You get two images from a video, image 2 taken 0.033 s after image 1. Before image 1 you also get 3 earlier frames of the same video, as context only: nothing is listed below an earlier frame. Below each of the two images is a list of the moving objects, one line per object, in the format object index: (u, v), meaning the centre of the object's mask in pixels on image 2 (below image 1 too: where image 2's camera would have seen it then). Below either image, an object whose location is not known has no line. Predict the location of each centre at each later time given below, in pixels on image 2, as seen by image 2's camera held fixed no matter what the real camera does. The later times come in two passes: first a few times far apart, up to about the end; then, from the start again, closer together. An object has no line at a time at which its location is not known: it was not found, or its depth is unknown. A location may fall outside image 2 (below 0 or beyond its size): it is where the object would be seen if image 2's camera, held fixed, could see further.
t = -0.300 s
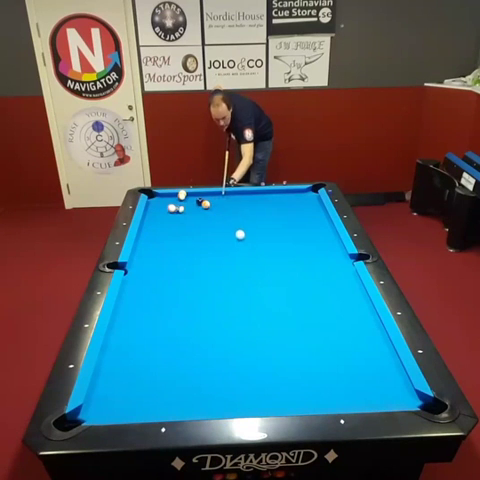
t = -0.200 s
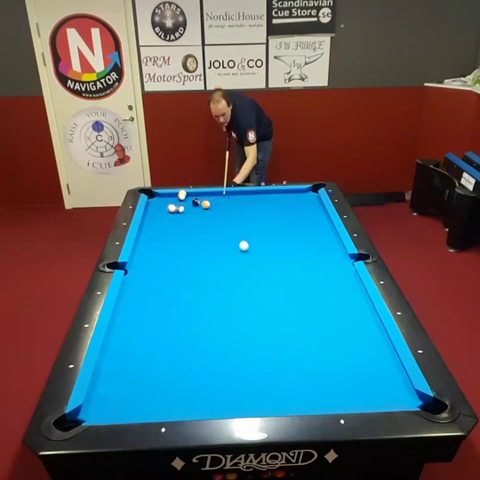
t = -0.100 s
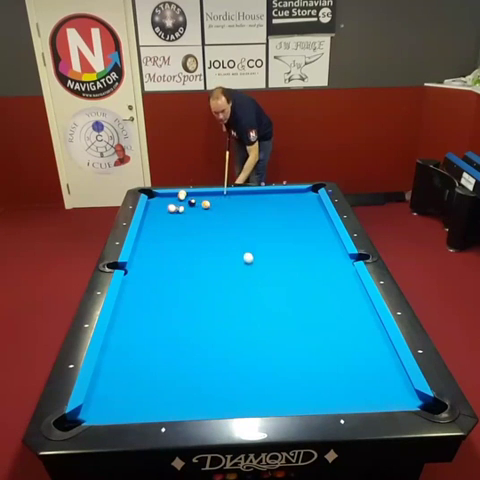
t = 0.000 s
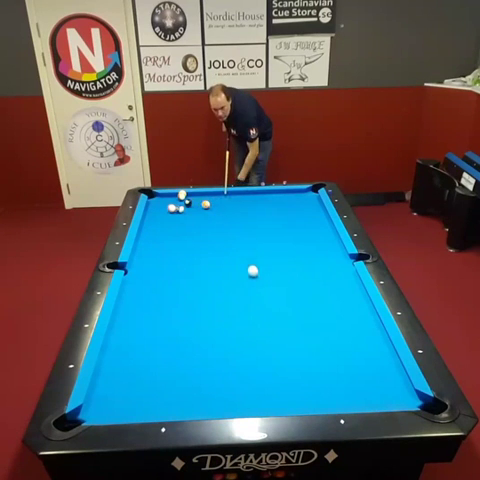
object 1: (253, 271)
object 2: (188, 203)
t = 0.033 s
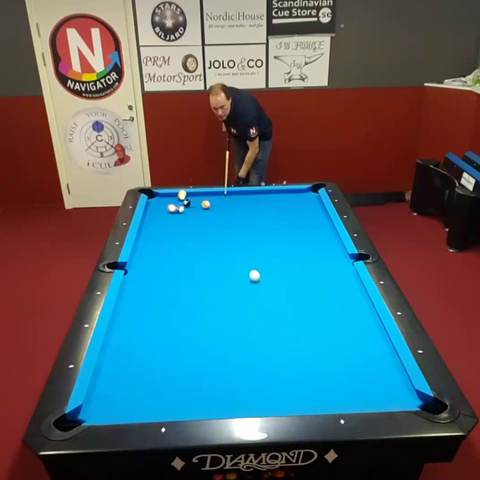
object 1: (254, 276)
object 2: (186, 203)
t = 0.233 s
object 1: (265, 308)
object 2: (179, 202)
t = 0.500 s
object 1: (285, 361)
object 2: (169, 203)
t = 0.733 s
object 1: (294, 395)
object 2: (162, 206)
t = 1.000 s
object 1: (270, 357)
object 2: (154, 207)
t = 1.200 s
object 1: (256, 339)
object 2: (149, 208)
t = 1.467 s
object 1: (241, 318)
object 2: (152, 208)
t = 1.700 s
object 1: (229, 301)
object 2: (154, 208)
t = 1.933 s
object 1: (218, 287)
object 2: (156, 208)
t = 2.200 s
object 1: (207, 273)
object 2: (158, 208)
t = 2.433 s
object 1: (199, 262)
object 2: (160, 209)
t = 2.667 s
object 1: (192, 251)
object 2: (161, 209)
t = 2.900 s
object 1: (185, 242)
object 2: (161, 209)
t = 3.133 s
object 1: (179, 234)
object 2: (161, 209)
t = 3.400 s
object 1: (173, 225)
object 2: (161, 209)
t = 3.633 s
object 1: (168, 219)
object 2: (161, 209)
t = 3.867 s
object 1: (164, 213)
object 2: (160, 207)
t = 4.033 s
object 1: (162, 211)
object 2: (159, 205)
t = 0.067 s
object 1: (256, 281)
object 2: (185, 203)
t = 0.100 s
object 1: (258, 286)
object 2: (184, 203)
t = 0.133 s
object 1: (260, 291)
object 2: (183, 203)
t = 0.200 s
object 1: (263, 302)
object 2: (180, 202)
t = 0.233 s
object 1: (265, 308)
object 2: (179, 202)
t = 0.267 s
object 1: (268, 314)
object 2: (178, 203)
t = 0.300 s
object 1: (270, 320)
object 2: (177, 203)
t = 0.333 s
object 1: (272, 326)
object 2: (176, 203)
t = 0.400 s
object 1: (277, 339)
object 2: (174, 203)
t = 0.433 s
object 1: (279, 346)
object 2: (173, 203)
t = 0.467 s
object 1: (282, 353)
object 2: (171, 203)
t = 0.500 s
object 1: (285, 361)
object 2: (169, 203)
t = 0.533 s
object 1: (287, 369)
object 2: (168, 204)
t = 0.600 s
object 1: (293, 386)
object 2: (166, 205)
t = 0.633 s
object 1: (296, 394)
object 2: (165, 205)
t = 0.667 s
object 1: (299, 400)
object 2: (164, 206)
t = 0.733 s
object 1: (294, 395)
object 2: (162, 206)
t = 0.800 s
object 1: (287, 383)
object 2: (160, 207)
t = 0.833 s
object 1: (284, 378)
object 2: (159, 207)
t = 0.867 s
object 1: (280, 373)
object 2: (158, 207)
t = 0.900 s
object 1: (278, 368)
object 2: (157, 207)
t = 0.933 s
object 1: (275, 364)
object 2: (156, 207)
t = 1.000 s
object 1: (270, 357)
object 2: (154, 207)
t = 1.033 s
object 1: (267, 354)
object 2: (153, 207)
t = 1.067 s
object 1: (265, 351)
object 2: (153, 207)
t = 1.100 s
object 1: (263, 348)
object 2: (152, 207)
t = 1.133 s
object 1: (261, 344)
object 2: (151, 207)
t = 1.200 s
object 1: (256, 339)
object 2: (149, 208)
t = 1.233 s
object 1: (254, 336)
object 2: (149, 208)
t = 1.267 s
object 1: (252, 333)
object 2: (149, 208)
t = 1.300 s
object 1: (250, 330)
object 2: (149, 208)
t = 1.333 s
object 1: (248, 328)
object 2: (150, 208)
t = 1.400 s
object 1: (244, 323)
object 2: (151, 208)
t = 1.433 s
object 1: (242, 320)
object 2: (151, 208)
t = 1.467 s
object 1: (241, 318)
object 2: (152, 208)
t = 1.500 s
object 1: (238, 315)
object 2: (152, 208)
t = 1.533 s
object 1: (237, 313)
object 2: (152, 208)
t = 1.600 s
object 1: (233, 308)
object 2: (153, 208)
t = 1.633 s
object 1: (232, 306)
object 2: (154, 208)
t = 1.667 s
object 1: (230, 303)
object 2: (154, 208)
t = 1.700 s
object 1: (229, 301)
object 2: (154, 208)
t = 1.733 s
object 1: (227, 299)
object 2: (155, 208)
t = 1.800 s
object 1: (224, 295)
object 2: (155, 208)
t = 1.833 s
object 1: (222, 293)
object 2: (156, 208)
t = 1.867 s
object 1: (221, 291)
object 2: (156, 208)
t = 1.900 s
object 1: (219, 289)
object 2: (156, 208)
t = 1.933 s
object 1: (218, 287)
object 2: (156, 208)
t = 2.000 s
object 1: (215, 283)
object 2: (157, 208)
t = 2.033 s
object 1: (214, 281)
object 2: (157, 208)
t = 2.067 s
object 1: (212, 280)
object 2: (158, 208)
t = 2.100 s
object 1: (211, 278)
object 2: (158, 208)
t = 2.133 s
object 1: (210, 276)
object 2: (158, 208)
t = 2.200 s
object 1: (207, 273)
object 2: (158, 208)
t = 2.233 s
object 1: (206, 271)
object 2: (159, 209)
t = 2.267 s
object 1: (205, 270)
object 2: (159, 209)
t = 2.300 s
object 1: (203, 268)
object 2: (159, 209)
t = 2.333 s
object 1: (202, 266)
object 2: (159, 209)
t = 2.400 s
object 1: (200, 263)
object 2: (160, 209)
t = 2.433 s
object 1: (199, 262)
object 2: (160, 209)
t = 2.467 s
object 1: (198, 260)
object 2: (160, 209)
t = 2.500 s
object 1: (197, 258)
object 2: (160, 209)
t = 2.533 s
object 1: (196, 257)
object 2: (160, 209)
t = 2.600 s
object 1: (193, 254)
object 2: (160, 209)
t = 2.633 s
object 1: (192, 253)
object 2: (161, 209)
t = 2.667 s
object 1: (192, 251)
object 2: (161, 209)
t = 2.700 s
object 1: (191, 250)
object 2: (161, 209)
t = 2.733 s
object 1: (190, 249)
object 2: (161, 209)
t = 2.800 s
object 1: (188, 246)
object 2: (161, 209)
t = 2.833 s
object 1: (187, 245)
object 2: (161, 209)
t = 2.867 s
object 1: (186, 243)
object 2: (161, 209)
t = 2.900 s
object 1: (185, 242)
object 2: (161, 209)
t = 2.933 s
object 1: (184, 241)
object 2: (161, 209)
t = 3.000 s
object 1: (182, 239)
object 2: (161, 209)
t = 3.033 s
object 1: (181, 237)
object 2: (161, 209)
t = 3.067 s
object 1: (180, 236)
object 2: (161, 209)
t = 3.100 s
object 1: (180, 235)
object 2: (161, 209)
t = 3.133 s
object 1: (179, 234)
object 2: (161, 209)
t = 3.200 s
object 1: (177, 232)
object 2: (161, 209)
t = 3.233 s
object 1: (177, 231)
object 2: (161, 209)
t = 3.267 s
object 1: (176, 229)
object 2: (161, 209)
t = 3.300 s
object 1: (175, 228)
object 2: (161, 209)
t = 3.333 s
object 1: (174, 227)
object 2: (161, 209)
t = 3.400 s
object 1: (173, 225)
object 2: (161, 209)
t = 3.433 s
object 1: (172, 224)
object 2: (161, 209)
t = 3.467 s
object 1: (171, 224)
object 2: (161, 209)
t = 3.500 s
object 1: (171, 223)
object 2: (161, 209)
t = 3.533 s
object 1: (170, 221)
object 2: (161, 209)
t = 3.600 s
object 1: (169, 220)
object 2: (161, 209)
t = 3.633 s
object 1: (168, 219)
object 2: (161, 209)
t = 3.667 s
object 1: (167, 218)
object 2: (161, 209)
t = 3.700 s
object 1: (167, 217)
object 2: (161, 209)
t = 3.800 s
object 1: (165, 214)
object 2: (161, 208)
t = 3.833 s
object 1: (164, 214)
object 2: (160, 208)
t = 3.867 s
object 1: (164, 213)
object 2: (160, 207)
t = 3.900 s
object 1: (163, 212)
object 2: (160, 207)
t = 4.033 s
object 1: (162, 211)
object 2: (159, 205)
